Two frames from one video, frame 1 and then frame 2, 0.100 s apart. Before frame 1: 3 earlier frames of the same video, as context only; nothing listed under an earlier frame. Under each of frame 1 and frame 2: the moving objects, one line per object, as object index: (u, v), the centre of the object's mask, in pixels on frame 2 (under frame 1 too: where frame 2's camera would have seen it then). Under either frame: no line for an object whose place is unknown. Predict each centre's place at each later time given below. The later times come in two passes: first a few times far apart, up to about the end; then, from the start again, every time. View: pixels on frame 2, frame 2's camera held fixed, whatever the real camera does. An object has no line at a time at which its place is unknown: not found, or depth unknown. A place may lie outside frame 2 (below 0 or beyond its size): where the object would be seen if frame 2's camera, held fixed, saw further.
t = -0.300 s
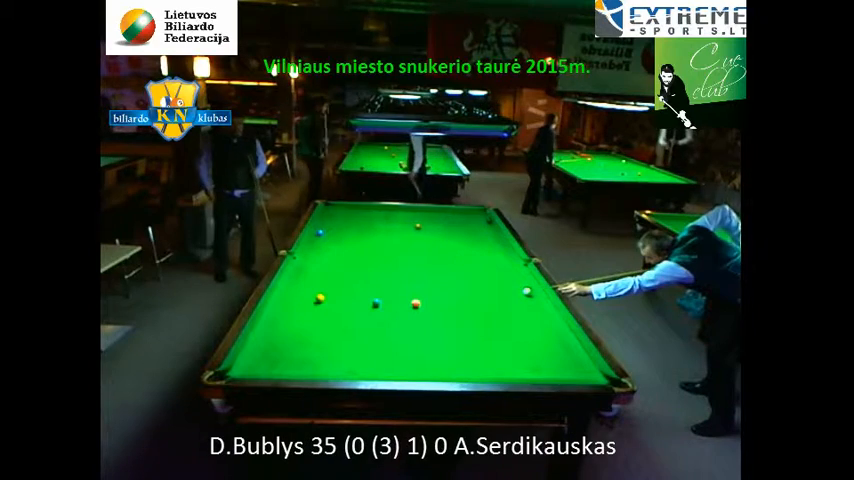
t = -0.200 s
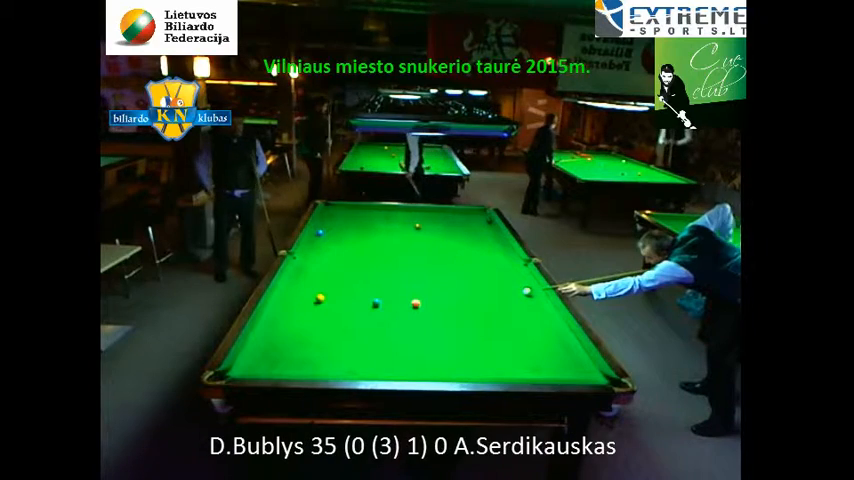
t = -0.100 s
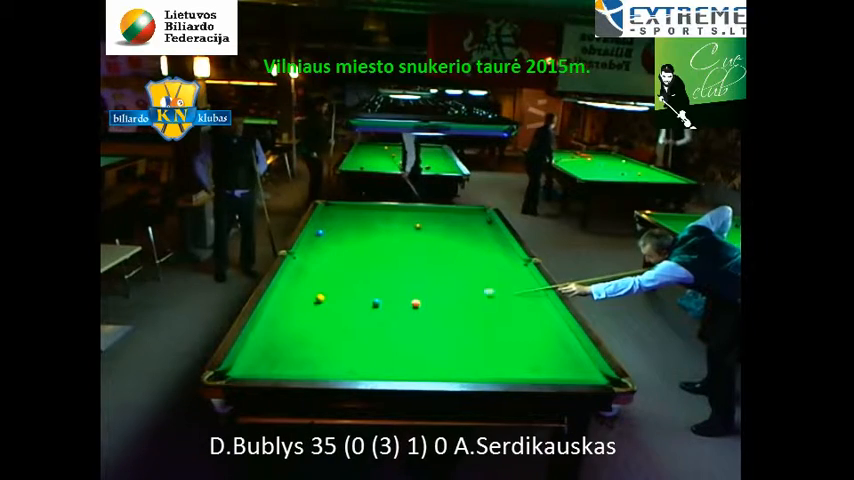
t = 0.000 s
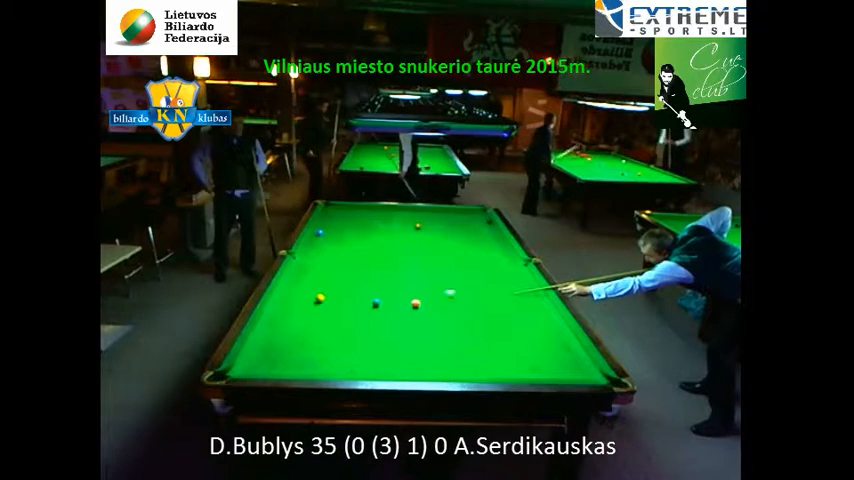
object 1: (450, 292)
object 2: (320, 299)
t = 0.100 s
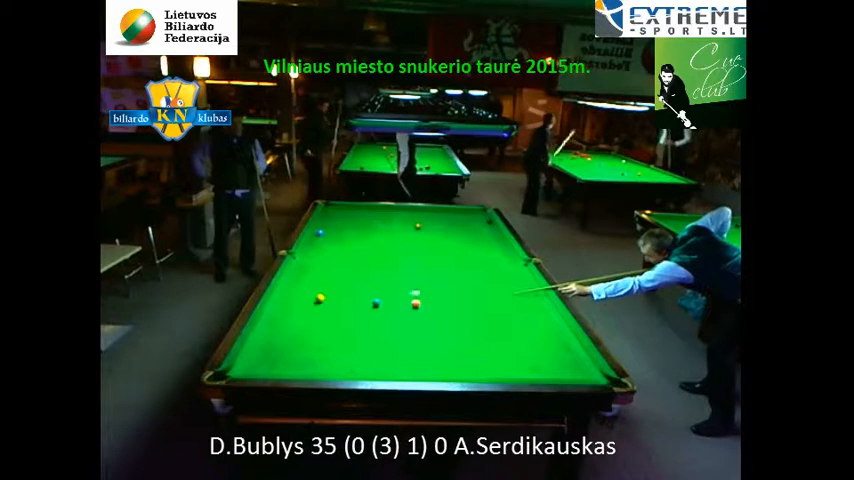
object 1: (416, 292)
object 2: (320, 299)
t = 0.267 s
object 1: (357, 294)
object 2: (320, 298)
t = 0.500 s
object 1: (293, 287)
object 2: (302, 306)
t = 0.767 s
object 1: (328, 278)
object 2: (273, 319)
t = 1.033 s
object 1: (372, 271)
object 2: (266, 331)
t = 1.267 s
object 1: (408, 265)
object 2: (273, 341)
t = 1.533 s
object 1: (443, 258)
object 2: (281, 353)
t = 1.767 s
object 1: (472, 253)
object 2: (289, 364)
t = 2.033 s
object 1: (501, 249)
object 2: (299, 369)
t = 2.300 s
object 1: (496, 244)
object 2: (311, 364)
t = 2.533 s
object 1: (478, 241)
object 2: (320, 358)
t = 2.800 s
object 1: (459, 238)
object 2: (329, 352)
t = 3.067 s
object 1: (441, 234)
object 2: (337, 347)
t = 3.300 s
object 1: (428, 232)
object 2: (342, 345)
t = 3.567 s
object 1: (412, 230)
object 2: (348, 340)
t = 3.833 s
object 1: (399, 228)
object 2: (352, 338)
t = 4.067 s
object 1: (387, 226)
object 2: (356, 335)
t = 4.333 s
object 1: (375, 224)
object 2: (359, 334)
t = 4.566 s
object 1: (364, 222)
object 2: (361, 333)
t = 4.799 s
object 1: (355, 221)
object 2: (361, 332)
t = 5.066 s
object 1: (345, 219)
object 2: (362, 332)
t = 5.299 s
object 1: (338, 218)
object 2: (362, 332)
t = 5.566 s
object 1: (331, 217)
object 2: (362, 332)
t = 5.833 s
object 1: (324, 216)
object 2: (362, 332)
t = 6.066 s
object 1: (321, 215)
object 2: (362, 332)
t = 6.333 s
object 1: (324, 215)
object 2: (362, 332)
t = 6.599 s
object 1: (328, 215)
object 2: (362, 332)
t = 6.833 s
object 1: (330, 214)
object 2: (362, 332)
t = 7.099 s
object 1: (332, 214)
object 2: (362, 332)
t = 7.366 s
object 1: (333, 214)
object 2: (362, 331)
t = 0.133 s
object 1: (403, 293)
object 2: (320, 299)
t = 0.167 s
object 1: (392, 292)
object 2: (320, 298)
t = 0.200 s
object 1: (380, 293)
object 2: (320, 298)
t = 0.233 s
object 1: (369, 294)
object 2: (320, 299)
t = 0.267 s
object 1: (357, 294)
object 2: (320, 298)
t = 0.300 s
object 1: (345, 294)
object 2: (320, 298)
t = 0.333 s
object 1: (332, 294)
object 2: (320, 298)
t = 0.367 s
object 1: (323, 293)
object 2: (318, 299)
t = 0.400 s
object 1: (315, 292)
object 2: (314, 301)
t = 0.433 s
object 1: (308, 290)
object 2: (309, 303)
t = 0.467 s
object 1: (300, 289)
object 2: (305, 304)
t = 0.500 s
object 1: (293, 287)
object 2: (302, 306)
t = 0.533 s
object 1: (285, 286)
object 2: (298, 308)
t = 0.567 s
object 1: (287, 285)
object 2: (295, 309)
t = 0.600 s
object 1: (295, 284)
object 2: (291, 310)
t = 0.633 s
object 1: (303, 283)
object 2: (288, 312)
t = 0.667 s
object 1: (309, 281)
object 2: (284, 315)
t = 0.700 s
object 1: (316, 280)
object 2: (280, 316)
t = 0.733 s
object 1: (322, 279)
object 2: (277, 317)
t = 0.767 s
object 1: (328, 278)
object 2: (273, 319)
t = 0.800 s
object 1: (334, 277)
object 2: (269, 321)
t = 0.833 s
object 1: (340, 276)
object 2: (265, 322)
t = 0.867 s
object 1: (345, 275)
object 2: (262, 324)
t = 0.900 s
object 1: (351, 275)
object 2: (262, 325)
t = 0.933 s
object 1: (356, 274)
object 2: (263, 327)
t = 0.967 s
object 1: (362, 273)
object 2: (264, 328)
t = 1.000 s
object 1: (367, 272)
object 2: (265, 330)
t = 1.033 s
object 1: (372, 271)
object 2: (266, 331)
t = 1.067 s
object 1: (378, 270)
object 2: (267, 333)
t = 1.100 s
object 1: (381, 269)
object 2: (268, 334)
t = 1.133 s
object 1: (388, 268)
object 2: (269, 335)
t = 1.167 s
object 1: (393, 267)
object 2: (270, 337)
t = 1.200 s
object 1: (397, 266)
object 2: (271, 338)
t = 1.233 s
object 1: (403, 265)
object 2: (272, 340)
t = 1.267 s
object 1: (408, 265)
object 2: (273, 341)
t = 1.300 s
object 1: (412, 264)
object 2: (274, 343)
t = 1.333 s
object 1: (417, 263)
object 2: (275, 345)
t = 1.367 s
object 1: (422, 262)
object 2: (276, 346)
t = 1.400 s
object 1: (426, 261)
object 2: (277, 347)
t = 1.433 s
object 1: (430, 261)
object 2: (278, 349)
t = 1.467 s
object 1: (435, 260)
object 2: (280, 350)
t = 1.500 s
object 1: (439, 259)
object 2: (281, 352)
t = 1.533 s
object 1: (443, 258)
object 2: (281, 353)
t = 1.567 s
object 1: (447, 258)
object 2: (282, 354)
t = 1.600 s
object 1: (452, 258)
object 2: (283, 356)
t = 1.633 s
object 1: (455, 258)
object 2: (284, 358)
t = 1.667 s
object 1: (461, 256)
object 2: (286, 359)
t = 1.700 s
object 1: (462, 255)
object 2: (287, 361)
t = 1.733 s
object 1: (466, 255)
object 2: (288, 362)
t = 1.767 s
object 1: (472, 253)
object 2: (289, 364)
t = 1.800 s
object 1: (475, 253)
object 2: (290, 365)
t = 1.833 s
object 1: (478, 252)
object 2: (292, 366)
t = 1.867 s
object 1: (483, 252)
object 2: (293, 367)
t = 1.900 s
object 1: (487, 251)
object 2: (294, 368)
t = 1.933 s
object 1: (490, 250)
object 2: (296, 369)
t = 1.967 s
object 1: (493, 250)
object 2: (296, 369)
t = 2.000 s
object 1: (498, 249)
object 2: (297, 368)
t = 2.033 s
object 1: (501, 249)
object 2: (299, 369)
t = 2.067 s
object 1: (504, 248)
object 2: (301, 368)
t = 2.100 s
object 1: (507, 247)
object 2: (303, 368)
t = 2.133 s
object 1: (510, 247)
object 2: (304, 367)
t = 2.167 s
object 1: (507, 246)
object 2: (306, 367)
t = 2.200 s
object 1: (504, 246)
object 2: (307, 366)
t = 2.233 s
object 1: (502, 245)
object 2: (308, 365)
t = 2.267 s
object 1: (499, 245)
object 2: (310, 365)
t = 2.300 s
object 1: (496, 244)
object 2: (311, 364)
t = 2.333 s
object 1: (493, 244)
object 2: (312, 363)
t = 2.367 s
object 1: (491, 244)
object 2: (314, 362)
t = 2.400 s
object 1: (488, 243)
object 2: (315, 361)
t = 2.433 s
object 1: (486, 242)
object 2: (316, 360)
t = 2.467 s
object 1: (484, 242)
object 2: (317, 359)
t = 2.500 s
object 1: (481, 242)
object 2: (319, 359)
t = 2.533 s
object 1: (478, 241)
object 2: (320, 358)
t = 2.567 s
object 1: (476, 240)
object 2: (321, 357)
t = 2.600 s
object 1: (473, 240)
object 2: (322, 357)
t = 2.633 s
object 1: (471, 240)
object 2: (324, 356)
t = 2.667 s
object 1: (468, 239)
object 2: (325, 355)
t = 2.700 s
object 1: (466, 239)
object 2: (326, 355)
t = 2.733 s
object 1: (463, 239)
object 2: (327, 354)
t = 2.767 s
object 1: (461, 238)
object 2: (328, 353)
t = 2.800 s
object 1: (459, 238)
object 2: (329, 352)
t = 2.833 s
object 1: (456, 238)
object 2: (330, 351)
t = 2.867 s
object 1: (454, 237)
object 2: (331, 351)
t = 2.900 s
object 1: (453, 237)
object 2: (332, 350)
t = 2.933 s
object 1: (450, 236)
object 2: (333, 349)
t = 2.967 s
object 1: (448, 236)
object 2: (334, 349)
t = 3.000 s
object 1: (446, 235)
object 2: (335, 348)
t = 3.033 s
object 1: (444, 235)
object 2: (336, 348)
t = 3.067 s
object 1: (441, 234)
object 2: (337, 347)
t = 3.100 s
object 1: (439, 234)
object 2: (337, 347)
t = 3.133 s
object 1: (437, 234)
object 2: (338, 346)
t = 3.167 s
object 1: (435, 234)
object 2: (339, 346)
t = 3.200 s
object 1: (433, 234)
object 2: (340, 346)
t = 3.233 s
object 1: (431, 233)
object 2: (340, 346)
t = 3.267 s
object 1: (429, 233)
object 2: (341, 345)
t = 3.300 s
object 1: (428, 232)
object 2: (342, 345)
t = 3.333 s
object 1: (425, 232)
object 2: (343, 345)
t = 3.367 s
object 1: (423, 232)
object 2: (344, 343)
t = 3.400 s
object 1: (422, 231)
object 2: (345, 343)
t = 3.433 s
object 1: (419, 231)
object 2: (346, 342)
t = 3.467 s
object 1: (417, 231)
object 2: (346, 342)
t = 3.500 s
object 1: (415, 231)
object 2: (347, 342)
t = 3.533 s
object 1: (414, 230)
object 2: (348, 341)
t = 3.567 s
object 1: (412, 230)
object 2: (348, 340)
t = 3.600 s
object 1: (410, 230)
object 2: (349, 340)
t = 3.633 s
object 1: (408, 229)
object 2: (349, 340)
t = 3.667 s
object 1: (406, 229)
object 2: (350, 339)
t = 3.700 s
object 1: (405, 229)
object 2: (350, 339)
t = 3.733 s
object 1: (404, 229)
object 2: (351, 339)
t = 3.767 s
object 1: (402, 229)
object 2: (351, 339)
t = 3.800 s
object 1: (400, 228)
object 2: (352, 338)
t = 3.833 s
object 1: (399, 228)
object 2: (352, 338)
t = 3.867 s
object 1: (397, 227)
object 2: (353, 338)
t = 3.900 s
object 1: (395, 227)
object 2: (353, 337)
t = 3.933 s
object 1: (393, 227)
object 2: (354, 337)
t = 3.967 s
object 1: (391, 226)
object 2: (354, 336)
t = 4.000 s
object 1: (390, 226)
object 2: (355, 336)
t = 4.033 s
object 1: (388, 226)
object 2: (355, 336)
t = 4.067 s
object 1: (387, 226)
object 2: (356, 335)
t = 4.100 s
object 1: (385, 225)
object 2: (356, 335)
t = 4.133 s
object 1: (383, 225)
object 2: (357, 335)
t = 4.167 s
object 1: (382, 225)
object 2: (357, 335)
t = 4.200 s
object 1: (380, 224)
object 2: (357, 335)
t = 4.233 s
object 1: (379, 224)
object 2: (358, 335)
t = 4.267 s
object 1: (378, 224)
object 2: (358, 334)
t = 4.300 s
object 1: (376, 224)
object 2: (358, 334)
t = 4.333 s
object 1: (375, 224)
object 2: (359, 334)
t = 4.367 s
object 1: (373, 223)
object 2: (359, 334)
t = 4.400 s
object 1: (372, 223)
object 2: (359, 333)
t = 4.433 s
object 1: (370, 223)
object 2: (359, 333)
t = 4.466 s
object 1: (367, 222)
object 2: (360, 333)
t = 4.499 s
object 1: (366, 222)
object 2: (360, 333)
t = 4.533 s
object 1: (365, 222)
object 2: (360, 333)
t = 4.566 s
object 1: (364, 222)
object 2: (361, 333)
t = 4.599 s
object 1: (362, 222)
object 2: (361, 333)
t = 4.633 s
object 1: (361, 221)
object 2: (361, 333)
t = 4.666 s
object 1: (360, 221)
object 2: (361, 333)
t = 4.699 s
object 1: (358, 221)
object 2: (361, 332)
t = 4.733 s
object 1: (358, 221)
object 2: (361, 332)
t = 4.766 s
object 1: (356, 221)
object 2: (361, 332)
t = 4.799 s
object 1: (355, 221)
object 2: (361, 332)
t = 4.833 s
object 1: (354, 220)
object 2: (361, 332)
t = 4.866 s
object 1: (353, 220)
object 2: (362, 332)
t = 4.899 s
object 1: (351, 220)
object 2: (362, 332)
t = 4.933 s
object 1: (350, 220)
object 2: (362, 332)
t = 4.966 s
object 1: (349, 219)
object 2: (362, 332)
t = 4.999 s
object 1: (348, 219)
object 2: (362, 332)
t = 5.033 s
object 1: (347, 219)
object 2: (362, 332)
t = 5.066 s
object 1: (345, 219)
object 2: (362, 332)
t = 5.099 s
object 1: (345, 219)
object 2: (362, 332)
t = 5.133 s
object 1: (344, 219)
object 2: (362, 332)
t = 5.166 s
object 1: (342, 218)
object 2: (362, 332)
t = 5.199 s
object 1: (341, 218)
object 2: (362, 332)
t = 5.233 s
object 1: (340, 218)
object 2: (362, 332)
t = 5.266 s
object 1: (340, 218)
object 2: (362, 332)
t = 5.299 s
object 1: (338, 218)
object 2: (362, 332)
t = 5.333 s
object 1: (338, 218)
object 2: (362, 332)
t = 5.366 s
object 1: (336, 217)
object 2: (362, 332)
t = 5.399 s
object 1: (336, 218)
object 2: (362, 332)
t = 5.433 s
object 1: (335, 217)
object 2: (362, 332)
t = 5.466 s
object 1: (334, 217)
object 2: (362, 332)
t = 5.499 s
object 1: (332, 217)
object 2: (362, 332)
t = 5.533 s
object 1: (332, 217)
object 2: (362, 332)
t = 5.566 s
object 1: (331, 217)
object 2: (362, 332)
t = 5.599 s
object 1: (330, 217)
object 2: (362, 332)
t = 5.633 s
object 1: (330, 217)
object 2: (362, 332)
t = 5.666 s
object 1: (328, 216)
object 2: (362, 332)
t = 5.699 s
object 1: (327, 216)
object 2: (362, 332)
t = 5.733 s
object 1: (327, 216)
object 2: (362, 332)
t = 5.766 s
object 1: (326, 216)
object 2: (362, 332)
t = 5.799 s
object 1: (326, 216)
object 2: (362, 332)
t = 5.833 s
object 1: (324, 216)
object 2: (362, 332)
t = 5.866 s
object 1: (324, 216)
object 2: (362, 332)
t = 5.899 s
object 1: (323, 216)
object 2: (362, 332)
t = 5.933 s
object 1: (322, 216)
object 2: (362, 332)
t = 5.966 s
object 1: (322, 216)
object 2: (362, 332)
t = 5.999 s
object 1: (320, 215)
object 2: (362, 332)
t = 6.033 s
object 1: (320, 215)
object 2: (362, 332)
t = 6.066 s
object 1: (321, 215)
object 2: (362, 332)
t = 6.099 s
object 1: (321, 215)
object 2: (362, 332)
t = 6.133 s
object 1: (322, 215)
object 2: (362, 332)
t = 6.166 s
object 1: (322, 215)
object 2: (362, 332)
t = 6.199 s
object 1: (323, 215)
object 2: (362, 332)
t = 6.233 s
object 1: (323, 215)
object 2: (362, 332)
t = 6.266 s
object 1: (324, 215)
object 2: (362, 332)
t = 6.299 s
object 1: (324, 215)
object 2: (362, 332)
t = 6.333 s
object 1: (324, 215)
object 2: (362, 332)
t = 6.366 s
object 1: (325, 215)
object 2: (362, 332)
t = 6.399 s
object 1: (325, 215)
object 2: (362, 332)
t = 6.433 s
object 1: (326, 215)
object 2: (362, 332)
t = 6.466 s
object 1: (326, 215)
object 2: (362, 332)
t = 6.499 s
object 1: (327, 215)
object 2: (362, 332)
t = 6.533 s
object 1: (327, 215)
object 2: (362, 332)
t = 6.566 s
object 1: (327, 215)
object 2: (362, 332)
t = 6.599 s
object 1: (328, 215)
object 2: (362, 332)
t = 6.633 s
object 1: (328, 215)
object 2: (362, 332)
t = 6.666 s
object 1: (328, 215)
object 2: (362, 332)
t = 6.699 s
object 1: (329, 215)
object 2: (362, 331)
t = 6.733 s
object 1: (329, 215)
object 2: (362, 332)
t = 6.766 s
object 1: (329, 215)
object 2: (362, 332)
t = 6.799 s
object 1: (330, 215)
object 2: (362, 332)
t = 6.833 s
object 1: (330, 214)
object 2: (362, 332)
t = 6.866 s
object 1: (330, 214)
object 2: (362, 332)
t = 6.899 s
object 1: (330, 214)
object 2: (362, 332)
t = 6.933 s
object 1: (330, 214)
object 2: (362, 332)
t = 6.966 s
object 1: (331, 214)
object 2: (362, 332)
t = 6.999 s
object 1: (331, 214)
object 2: (362, 332)
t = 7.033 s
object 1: (332, 214)
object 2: (362, 332)
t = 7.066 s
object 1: (332, 214)
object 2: (362, 332)
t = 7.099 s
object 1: (332, 214)
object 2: (362, 332)
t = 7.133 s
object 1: (332, 214)
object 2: (362, 332)
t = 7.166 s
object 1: (332, 214)
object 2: (362, 332)
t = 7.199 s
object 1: (333, 214)
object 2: (362, 331)
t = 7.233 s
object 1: (333, 214)
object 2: (362, 332)
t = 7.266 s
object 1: (333, 214)
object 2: (362, 332)
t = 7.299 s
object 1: (333, 214)
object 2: (362, 332)
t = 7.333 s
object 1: (333, 214)
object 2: (362, 332)
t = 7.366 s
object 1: (333, 214)
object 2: (362, 331)
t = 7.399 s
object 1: (333, 214)
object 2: (362, 331)
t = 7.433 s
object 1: (333, 214)
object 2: (362, 331)
